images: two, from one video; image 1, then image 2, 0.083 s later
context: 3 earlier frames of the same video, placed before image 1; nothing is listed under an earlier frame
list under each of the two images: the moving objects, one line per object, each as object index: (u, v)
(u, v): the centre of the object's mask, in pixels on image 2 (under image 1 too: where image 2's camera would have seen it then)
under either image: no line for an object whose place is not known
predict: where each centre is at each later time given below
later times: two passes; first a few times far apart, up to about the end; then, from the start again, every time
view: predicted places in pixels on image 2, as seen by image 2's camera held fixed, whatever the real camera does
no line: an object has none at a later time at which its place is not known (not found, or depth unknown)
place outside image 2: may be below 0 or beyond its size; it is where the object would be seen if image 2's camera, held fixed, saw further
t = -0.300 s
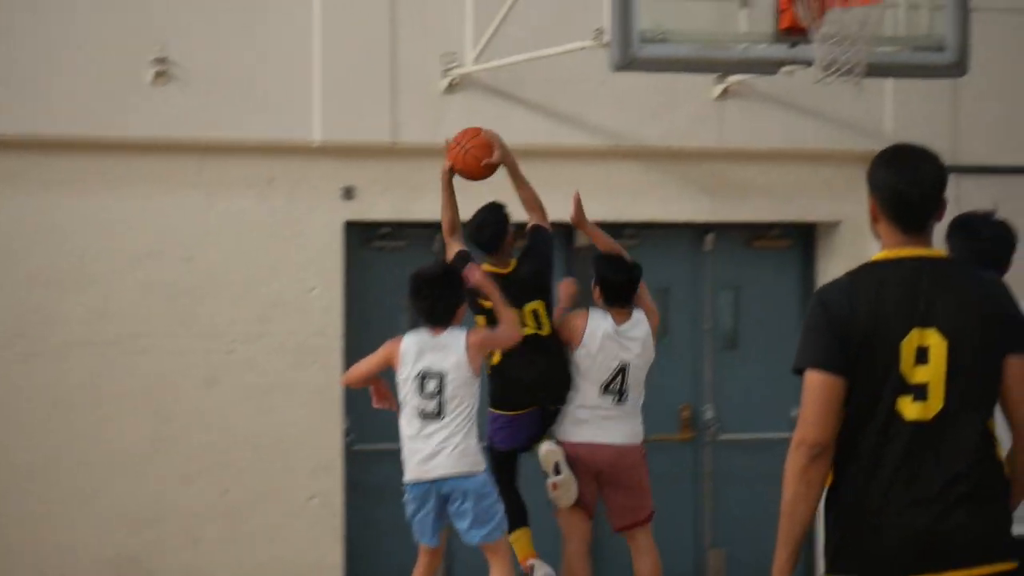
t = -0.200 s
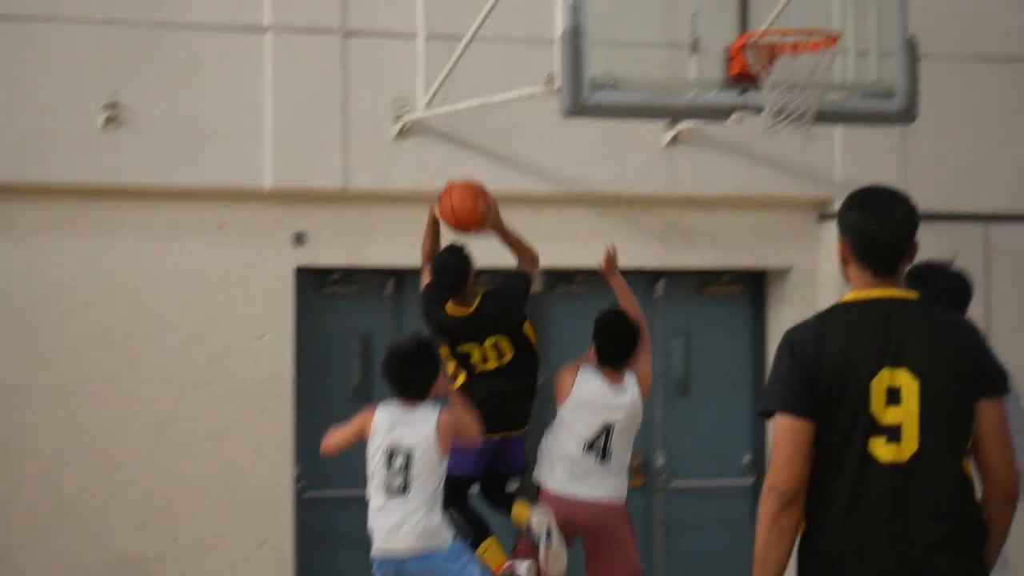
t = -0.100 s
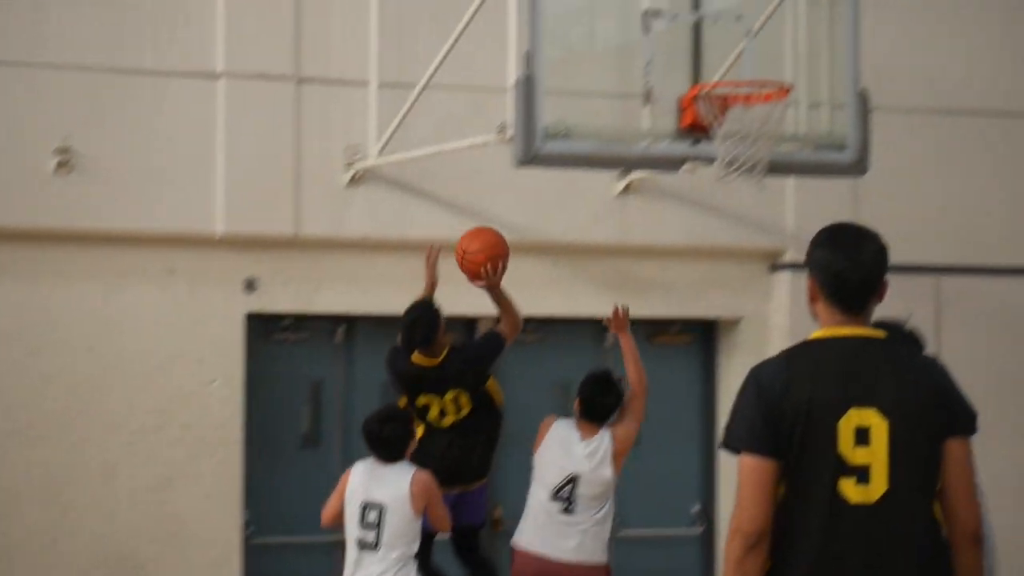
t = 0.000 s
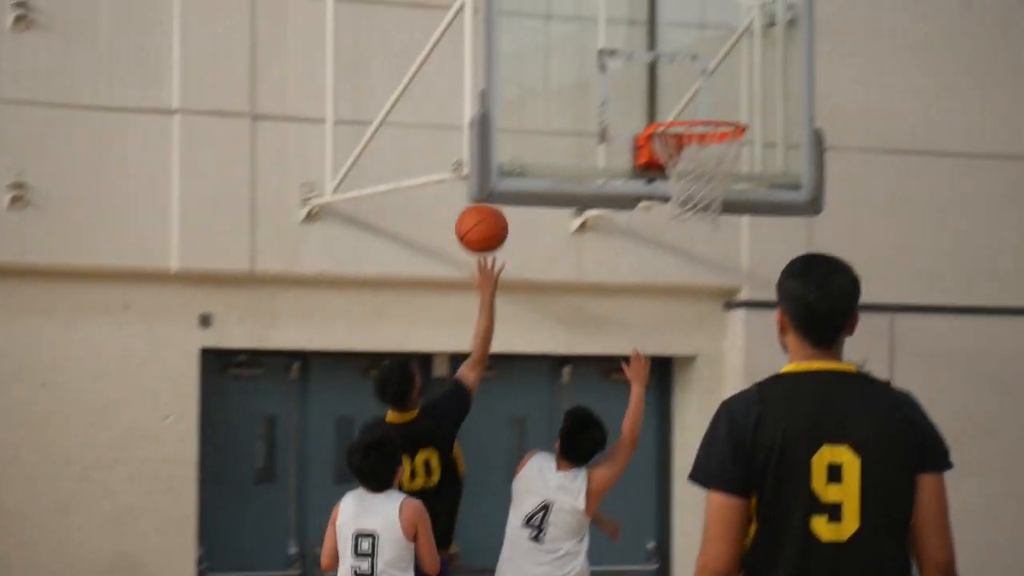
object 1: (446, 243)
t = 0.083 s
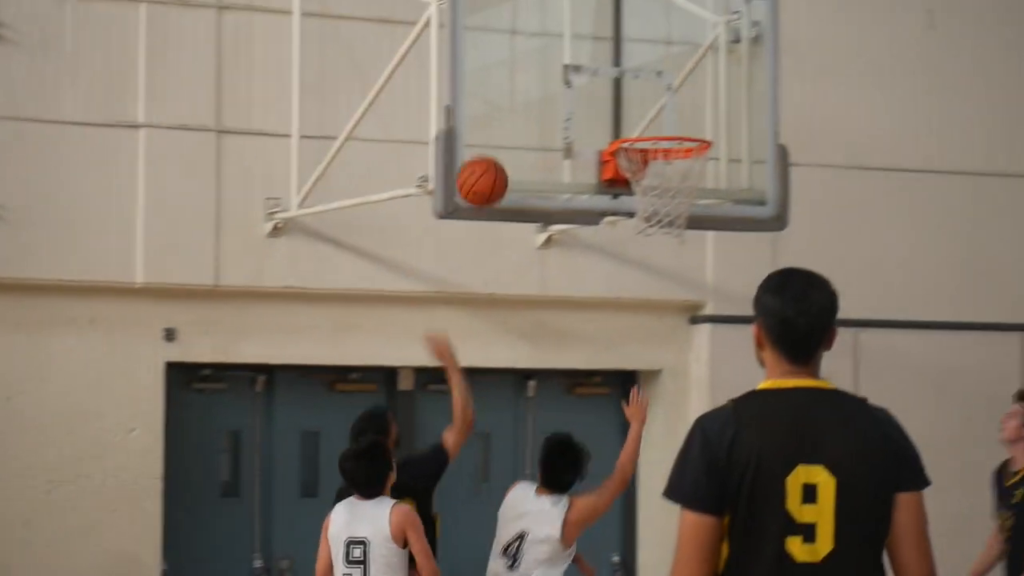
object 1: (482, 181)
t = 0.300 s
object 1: (570, 103)
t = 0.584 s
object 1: (684, 178)
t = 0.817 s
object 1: (655, 287)
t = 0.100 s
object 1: (489, 171)
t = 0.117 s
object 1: (496, 161)
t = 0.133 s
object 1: (503, 152)
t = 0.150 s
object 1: (509, 144)
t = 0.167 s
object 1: (516, 136)
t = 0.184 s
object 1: (522, 129)
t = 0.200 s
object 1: (529, 122)
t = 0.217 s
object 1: (535, 116)
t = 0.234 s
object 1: (542, 111)
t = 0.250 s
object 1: (548, 107)
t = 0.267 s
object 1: (555, 105)
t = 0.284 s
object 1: (563, 104)
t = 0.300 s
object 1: (570, 103)
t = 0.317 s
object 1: (579, 103)
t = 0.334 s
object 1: (587, 104)
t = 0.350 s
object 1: (594, 105)
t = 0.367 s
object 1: (603, 107)
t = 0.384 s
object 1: (610, 109)
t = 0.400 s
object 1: (618, 112)
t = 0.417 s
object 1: (626, 115)
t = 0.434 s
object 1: (635, 118)
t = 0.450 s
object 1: (642, 120)
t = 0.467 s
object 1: (651, 123)
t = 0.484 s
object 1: (659, 126)
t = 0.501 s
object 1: (668, 143)
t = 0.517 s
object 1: (676, 151)
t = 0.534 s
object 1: (683, 163)
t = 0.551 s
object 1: (685, 166)
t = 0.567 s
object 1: (685, 171)
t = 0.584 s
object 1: (684, 178)
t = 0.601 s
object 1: (683, 186)
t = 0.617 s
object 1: (681, 192)
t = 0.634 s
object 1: (679, 198)
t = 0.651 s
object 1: (678, 204)
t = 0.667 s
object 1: (674, 211)
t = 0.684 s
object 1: (672, 218)
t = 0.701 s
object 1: (670, 223)
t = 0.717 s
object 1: (668, 232)
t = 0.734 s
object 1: (665, 242)
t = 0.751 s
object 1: (663, 251)
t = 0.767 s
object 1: (661, 258)
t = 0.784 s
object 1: (659, 266)
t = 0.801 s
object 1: (657, 276)
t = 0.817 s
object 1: (655, 287)
